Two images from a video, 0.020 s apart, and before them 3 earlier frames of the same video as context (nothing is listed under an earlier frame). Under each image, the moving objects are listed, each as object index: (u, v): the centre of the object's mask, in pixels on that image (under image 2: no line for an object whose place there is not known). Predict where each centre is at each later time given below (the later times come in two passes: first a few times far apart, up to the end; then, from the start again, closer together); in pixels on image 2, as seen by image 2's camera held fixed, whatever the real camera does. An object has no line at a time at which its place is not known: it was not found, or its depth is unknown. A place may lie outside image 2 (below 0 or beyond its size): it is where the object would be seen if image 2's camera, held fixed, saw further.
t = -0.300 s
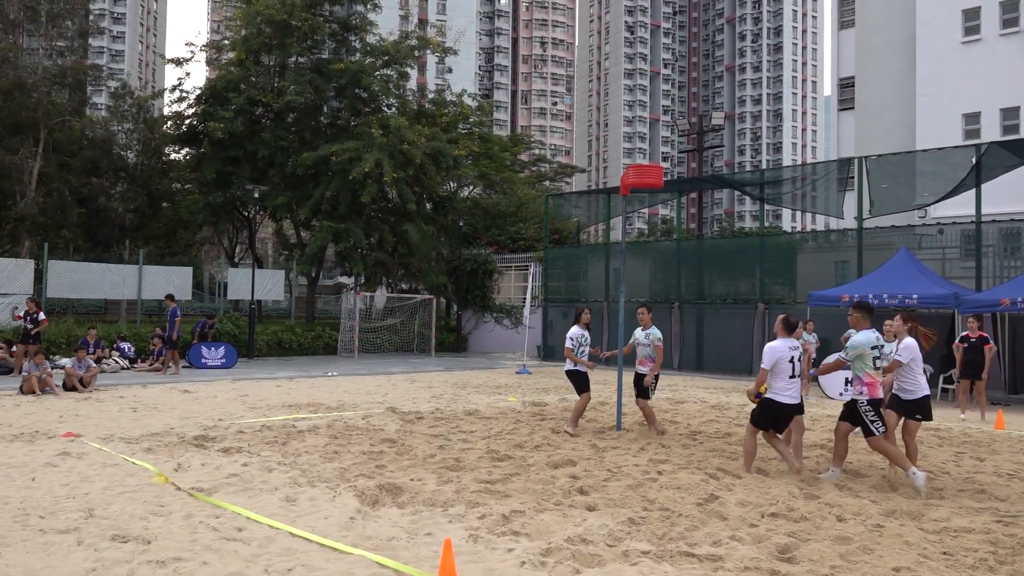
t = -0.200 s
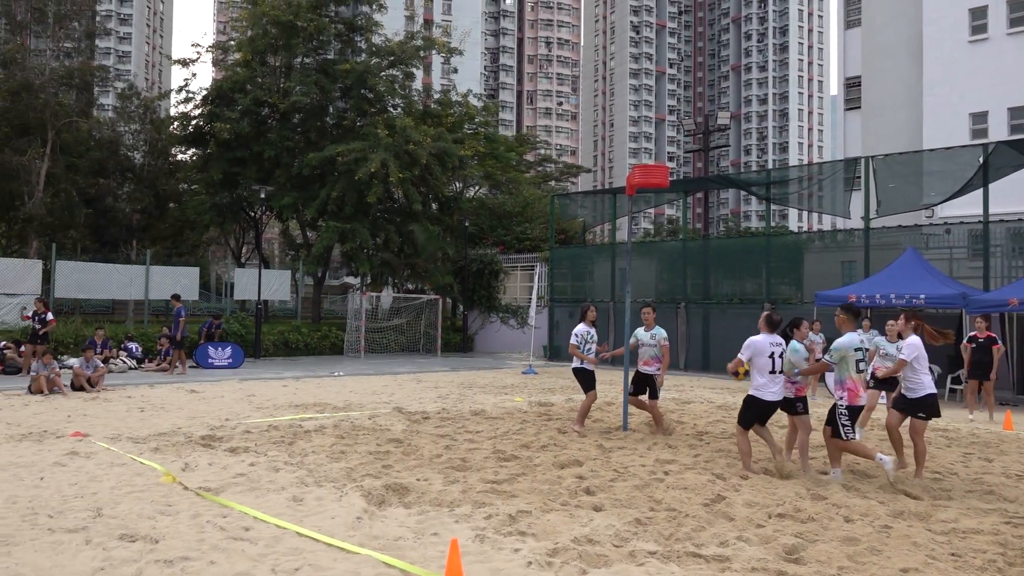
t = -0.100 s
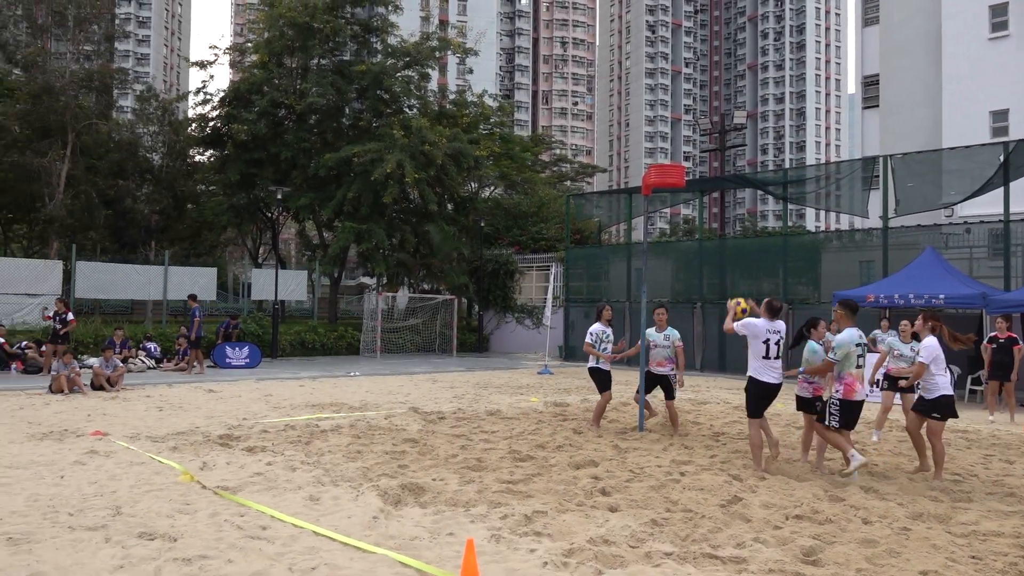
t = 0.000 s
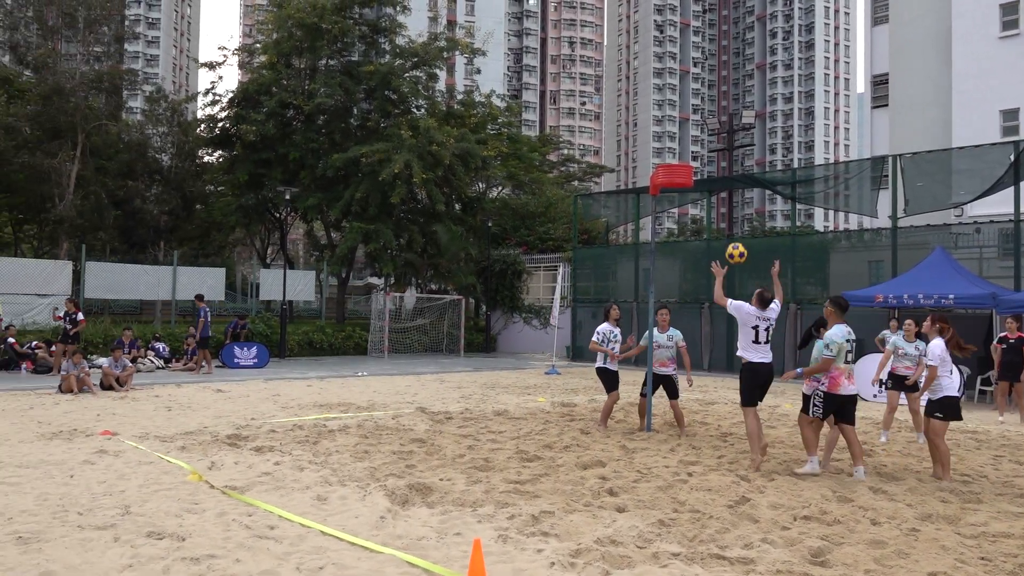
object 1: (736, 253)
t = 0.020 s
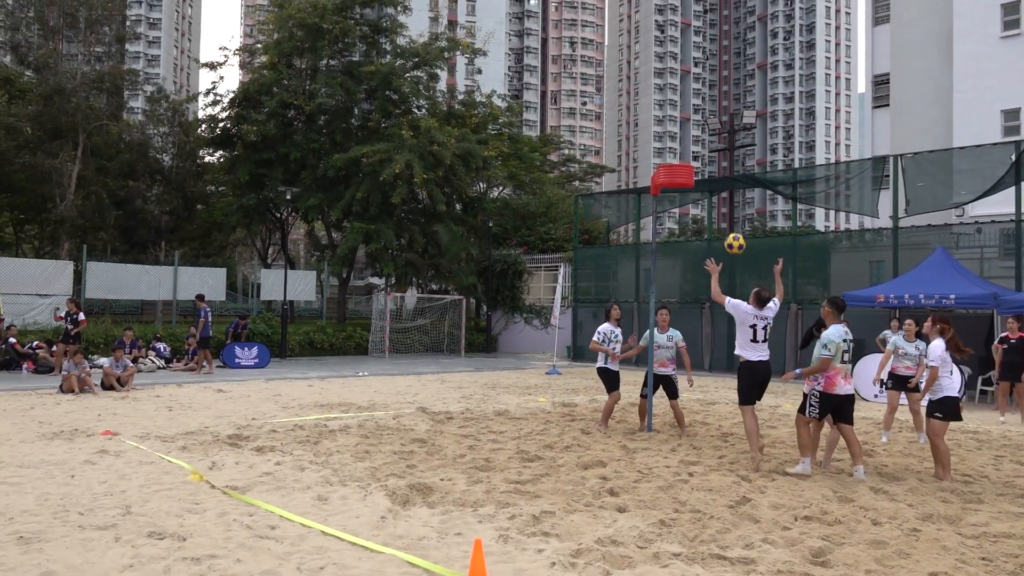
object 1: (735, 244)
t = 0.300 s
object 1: (707, 150)
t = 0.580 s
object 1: (682, 127)
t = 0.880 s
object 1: (665, 151)
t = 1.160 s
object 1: (687, 146)
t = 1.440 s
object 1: (708, 161)
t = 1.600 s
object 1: (722, 184)
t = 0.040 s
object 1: (733, 234)
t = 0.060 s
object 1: (730, 225)
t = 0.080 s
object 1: (728, 216)
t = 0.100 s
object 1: (726, 209)
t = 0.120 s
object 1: (725, 202)
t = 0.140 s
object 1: (722, 194)
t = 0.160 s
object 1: (720, 187)
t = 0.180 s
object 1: (718, 181)
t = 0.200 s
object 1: (717, 175)
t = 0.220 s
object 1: (715, 169)
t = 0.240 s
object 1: (712, 163)
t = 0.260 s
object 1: (711, 159)
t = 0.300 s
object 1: (707, 150)
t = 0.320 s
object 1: (705, 146)
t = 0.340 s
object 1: (703, 143)
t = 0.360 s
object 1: (701, 140)
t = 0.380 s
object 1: (699, 136)
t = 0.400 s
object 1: (698, 135)
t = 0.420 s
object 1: (696, 133)
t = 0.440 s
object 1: (694, 131)
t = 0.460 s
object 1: (692, 129)
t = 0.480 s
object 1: (690, 128)
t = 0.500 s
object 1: (688, 127)
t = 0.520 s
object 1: (687, 127)
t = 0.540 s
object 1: (685, 127)
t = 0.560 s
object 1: (683, 127)
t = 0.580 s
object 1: (682, 127)
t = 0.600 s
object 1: (680, 129)
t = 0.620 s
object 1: (678, 130)
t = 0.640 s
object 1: (676, 132)
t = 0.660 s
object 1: (675, 134)
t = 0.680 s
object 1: (673, 136)
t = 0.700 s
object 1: (671, 138)
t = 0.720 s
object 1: (669, 141)
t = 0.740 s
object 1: (667, 144)
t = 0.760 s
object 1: (666, 147)
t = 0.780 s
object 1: (664, 151)
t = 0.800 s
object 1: (663, 155)
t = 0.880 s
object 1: (665, 151)
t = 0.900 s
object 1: (667, 149)
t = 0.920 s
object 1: (668, 147)
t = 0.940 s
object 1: (670, 145)
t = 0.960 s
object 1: (672, 143)
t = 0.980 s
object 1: (673, 143)
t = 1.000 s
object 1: (675, 142)
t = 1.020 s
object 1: (676, 141)
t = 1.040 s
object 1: (677, 141)
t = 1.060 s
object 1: (678, 141)
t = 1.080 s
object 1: (680, 142)
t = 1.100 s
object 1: (682, 142)
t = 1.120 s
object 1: (683, 143)
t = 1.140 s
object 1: (685, 144)
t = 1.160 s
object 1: (687, 146)
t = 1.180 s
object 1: (688, 148)
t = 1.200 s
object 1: (690, 151)
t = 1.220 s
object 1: (692, 153)
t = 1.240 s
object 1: (692, 156)
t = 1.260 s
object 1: (694, 159)
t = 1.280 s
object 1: (695, 158)
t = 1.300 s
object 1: (698, 158)
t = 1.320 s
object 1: (699, 157)
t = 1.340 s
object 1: (700, 158)
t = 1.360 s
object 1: (701, 158)
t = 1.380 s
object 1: (703, 158)
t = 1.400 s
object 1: (705, 158)
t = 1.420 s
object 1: (707, 159)
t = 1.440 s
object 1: (708, 161)
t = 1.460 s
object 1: (710, 163)
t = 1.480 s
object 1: (712, 164)
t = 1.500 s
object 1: (713, 167)
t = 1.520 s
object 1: (716, 170)
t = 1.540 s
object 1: (717, 173)
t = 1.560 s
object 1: (719, 176)
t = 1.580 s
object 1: (720, 180)
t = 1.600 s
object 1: (722, 184)
